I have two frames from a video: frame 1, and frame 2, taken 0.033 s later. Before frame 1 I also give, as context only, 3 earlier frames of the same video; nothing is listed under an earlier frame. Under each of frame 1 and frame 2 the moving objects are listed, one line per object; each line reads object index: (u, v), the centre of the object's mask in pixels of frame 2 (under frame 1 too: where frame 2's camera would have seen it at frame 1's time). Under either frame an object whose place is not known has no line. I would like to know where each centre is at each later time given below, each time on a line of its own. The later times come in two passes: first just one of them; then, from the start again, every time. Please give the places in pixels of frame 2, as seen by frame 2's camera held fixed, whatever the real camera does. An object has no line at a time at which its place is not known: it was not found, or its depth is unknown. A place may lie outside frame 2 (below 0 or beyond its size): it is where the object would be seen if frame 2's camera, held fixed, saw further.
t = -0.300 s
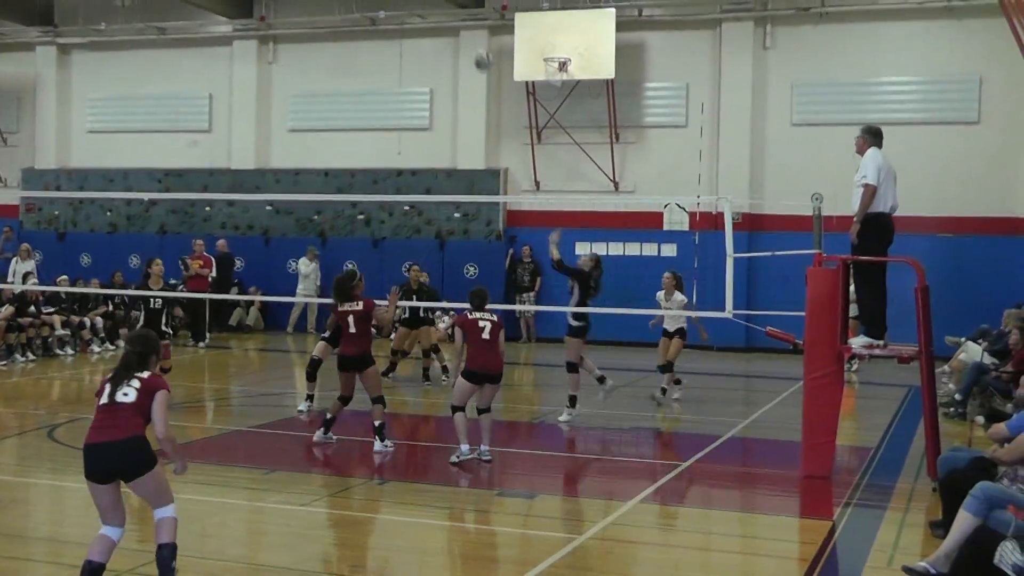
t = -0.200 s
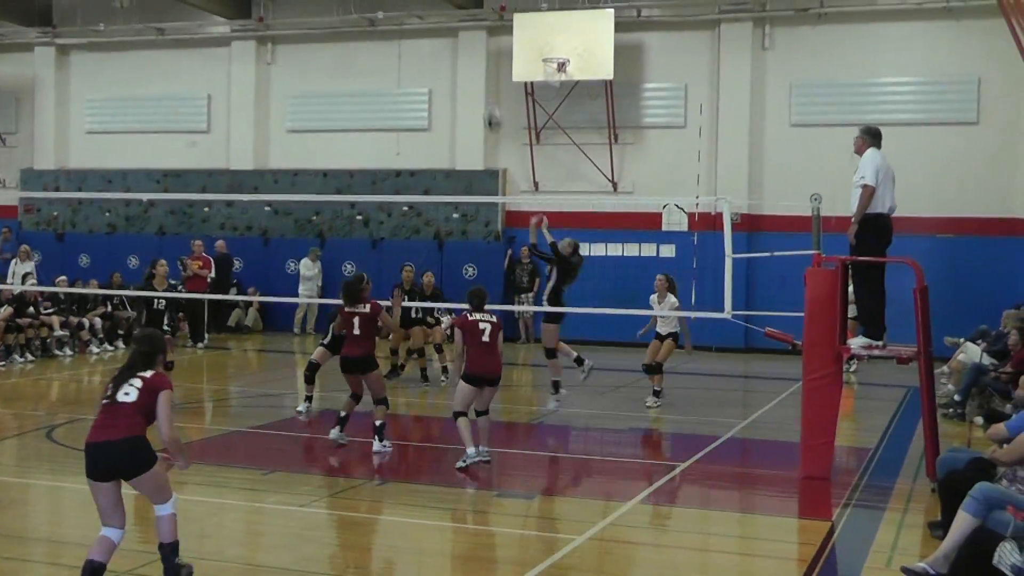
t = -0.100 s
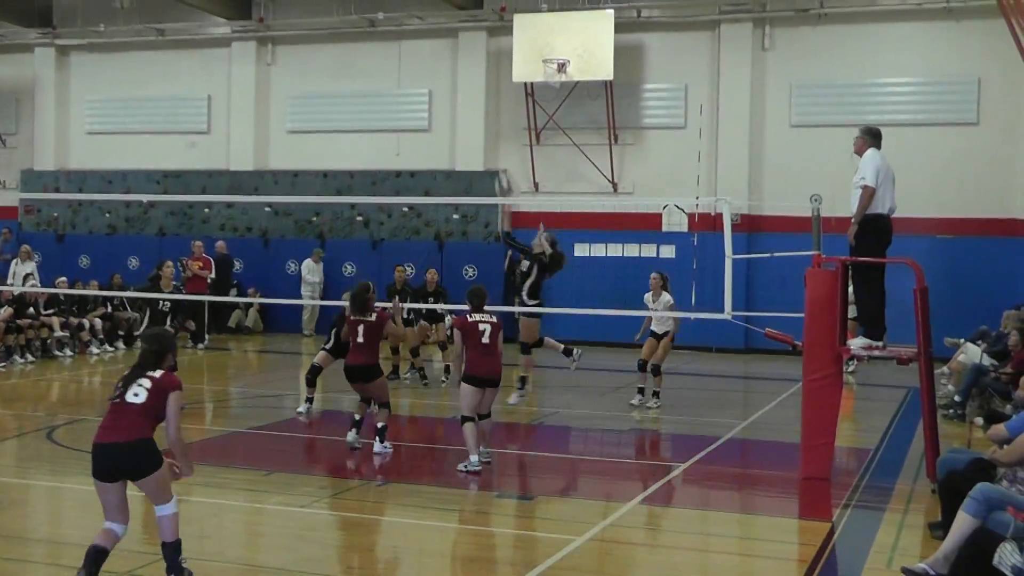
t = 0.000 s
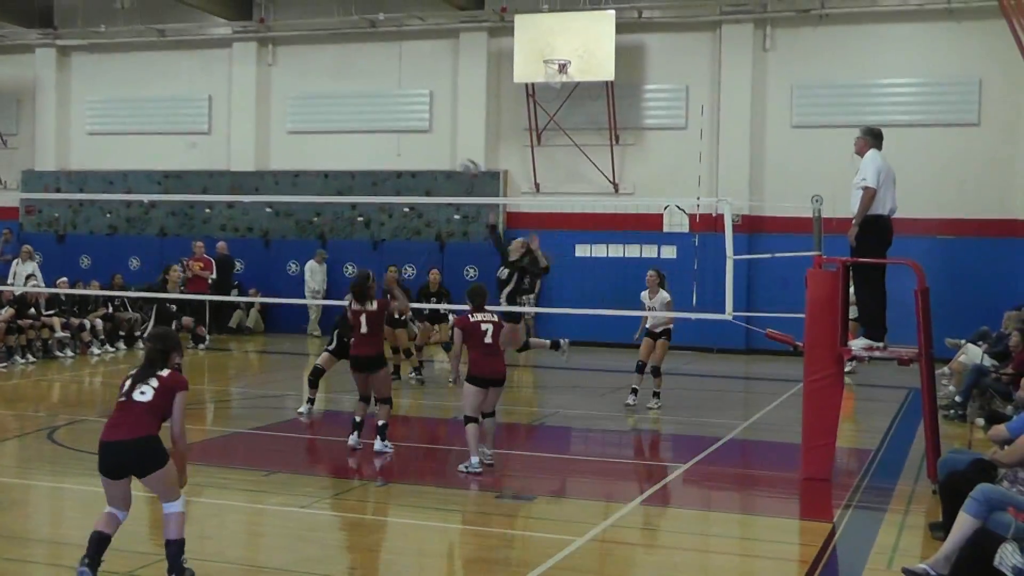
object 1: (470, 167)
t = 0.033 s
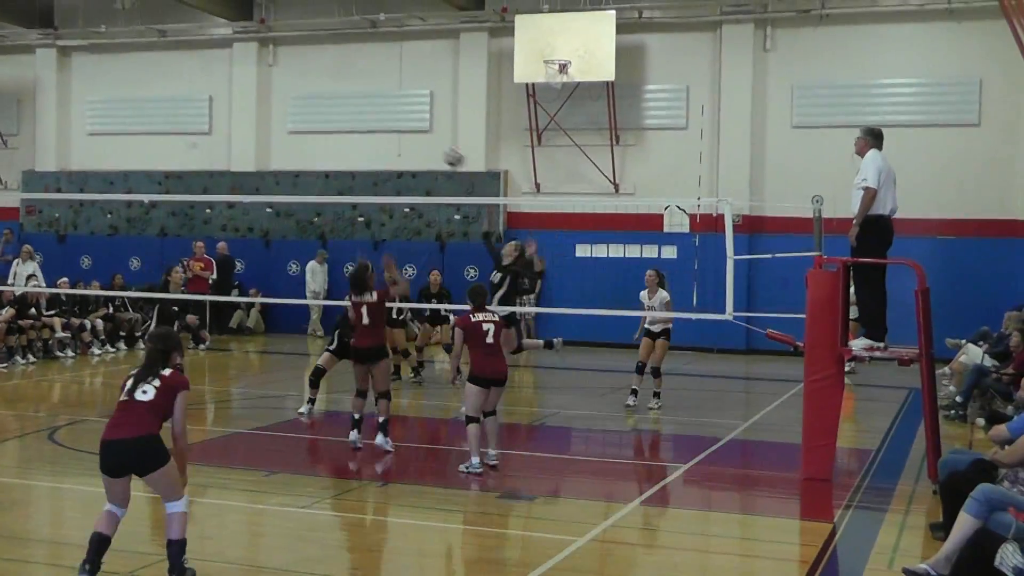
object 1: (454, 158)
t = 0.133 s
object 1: (403, 130)
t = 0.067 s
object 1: (438, 147)
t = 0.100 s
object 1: (420, 139)
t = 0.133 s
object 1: (403, 130)
